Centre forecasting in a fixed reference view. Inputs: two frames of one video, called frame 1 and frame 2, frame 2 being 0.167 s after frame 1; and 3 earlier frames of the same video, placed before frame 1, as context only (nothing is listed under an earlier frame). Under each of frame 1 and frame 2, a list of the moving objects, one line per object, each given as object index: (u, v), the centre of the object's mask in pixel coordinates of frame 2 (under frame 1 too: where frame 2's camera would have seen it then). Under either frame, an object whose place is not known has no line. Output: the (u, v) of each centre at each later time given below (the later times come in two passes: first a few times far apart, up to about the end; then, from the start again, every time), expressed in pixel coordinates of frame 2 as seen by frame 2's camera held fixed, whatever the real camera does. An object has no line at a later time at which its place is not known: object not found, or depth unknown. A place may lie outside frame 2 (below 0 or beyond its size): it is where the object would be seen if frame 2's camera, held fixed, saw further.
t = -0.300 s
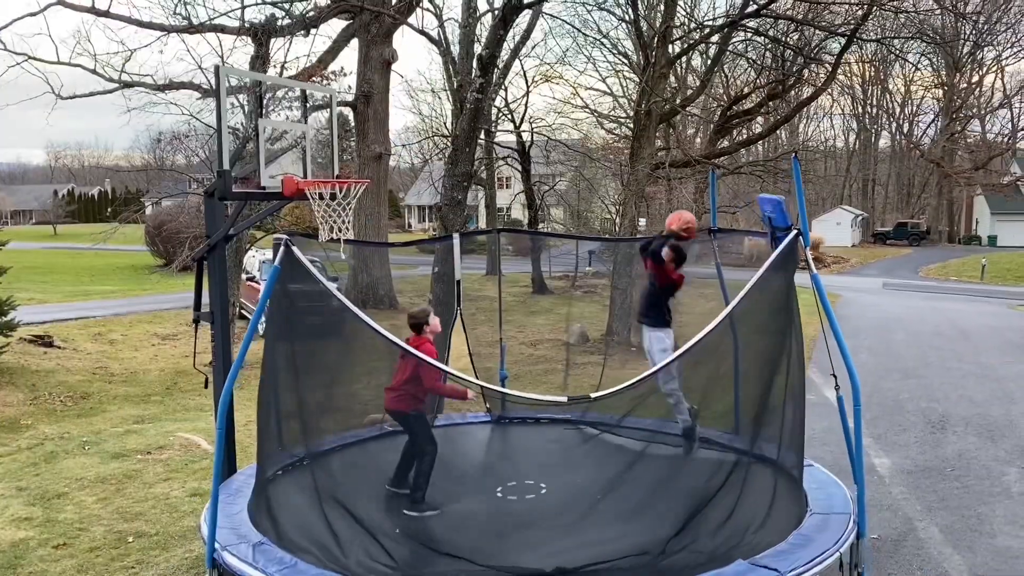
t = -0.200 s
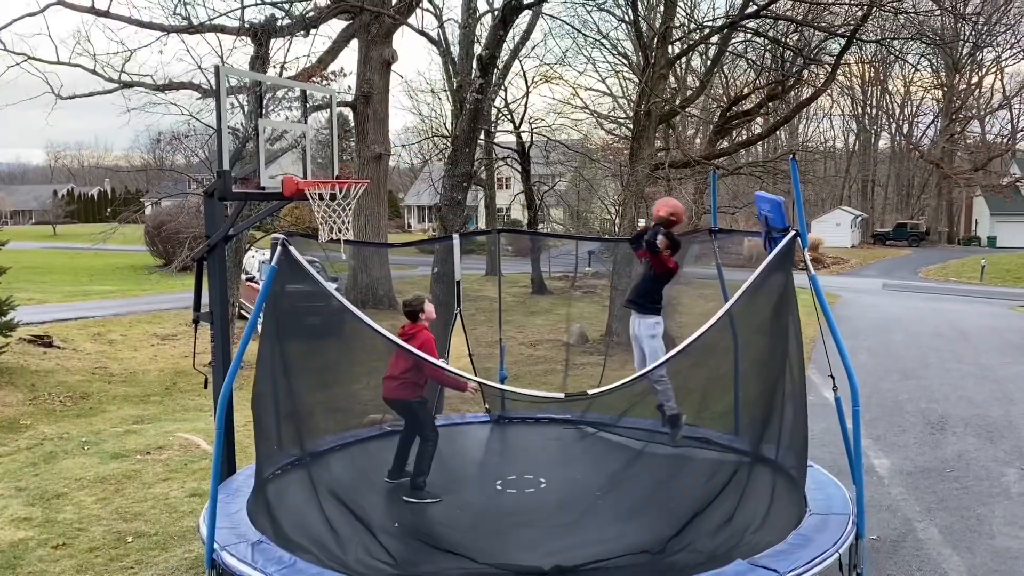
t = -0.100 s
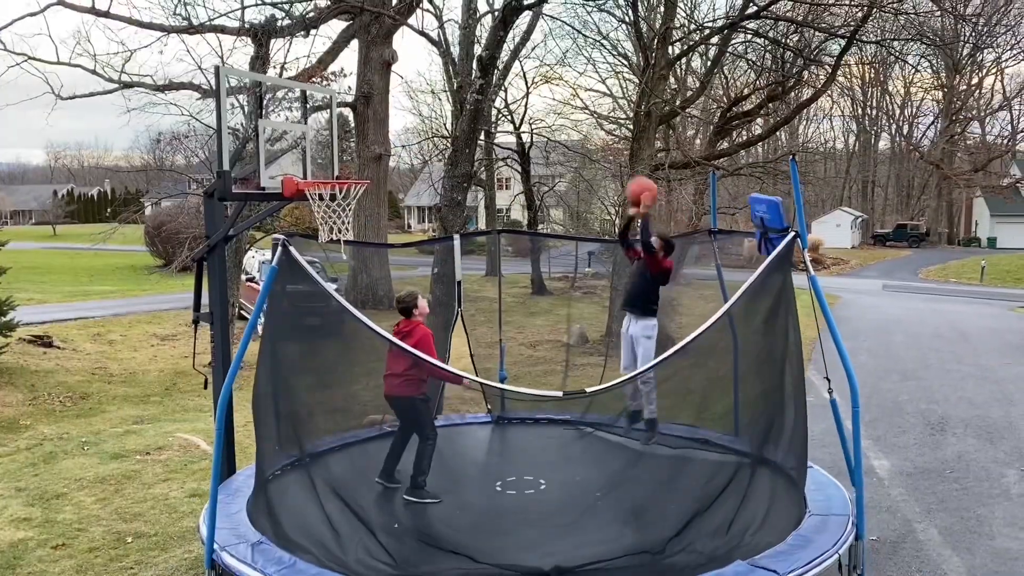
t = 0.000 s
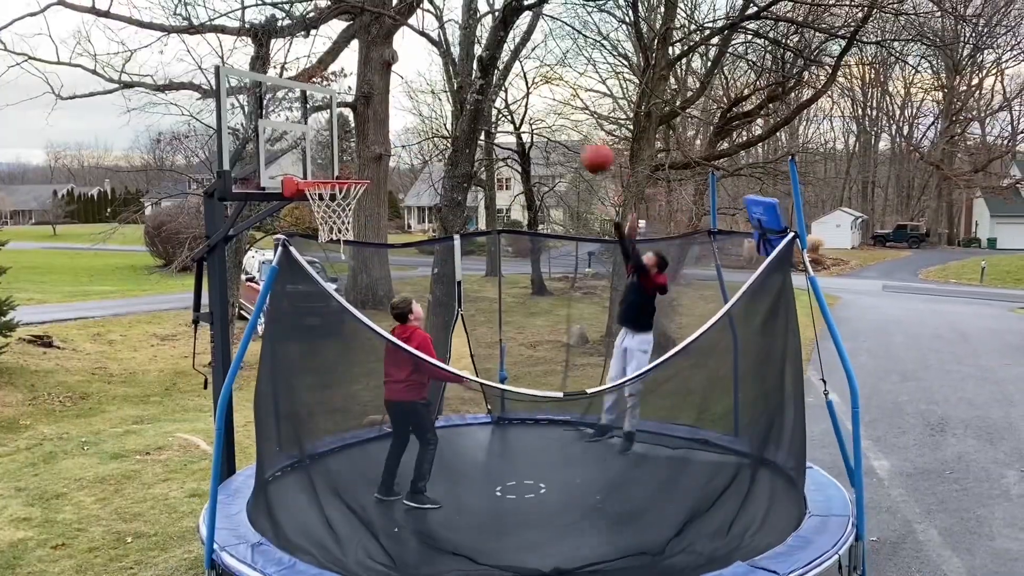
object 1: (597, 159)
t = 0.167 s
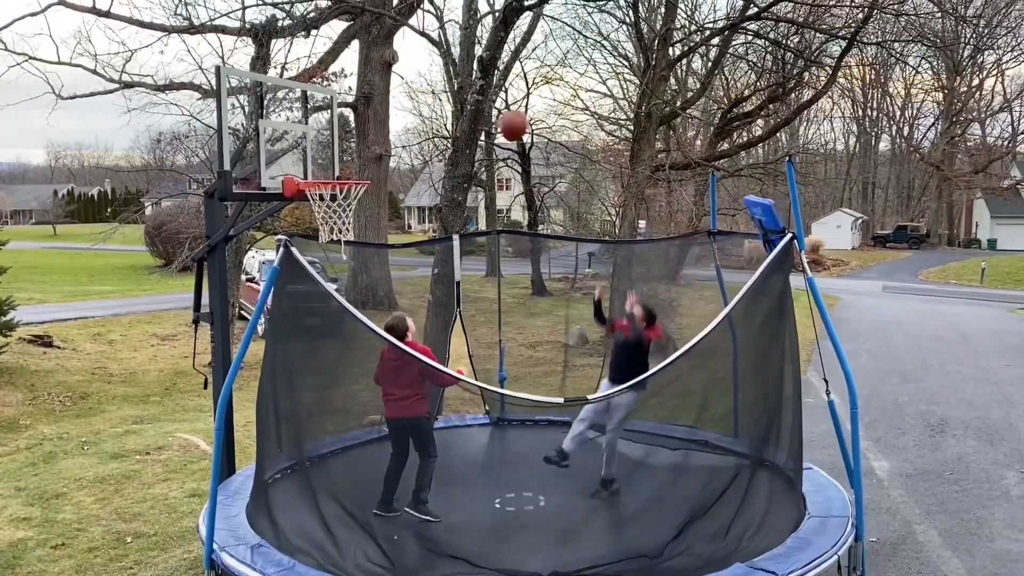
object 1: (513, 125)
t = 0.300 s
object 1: (446, 125)
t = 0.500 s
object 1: (340, 168)
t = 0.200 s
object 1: (495, 123)
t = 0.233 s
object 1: (478, 121)
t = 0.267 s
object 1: (464, 122)
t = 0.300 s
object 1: (446, 125)
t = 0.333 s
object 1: (428, 129)
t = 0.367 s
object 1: (411, 135)
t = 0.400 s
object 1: (391, 142)
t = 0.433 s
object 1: (374, 150)
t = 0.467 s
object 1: (357, 159)
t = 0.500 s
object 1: (340, 168)
